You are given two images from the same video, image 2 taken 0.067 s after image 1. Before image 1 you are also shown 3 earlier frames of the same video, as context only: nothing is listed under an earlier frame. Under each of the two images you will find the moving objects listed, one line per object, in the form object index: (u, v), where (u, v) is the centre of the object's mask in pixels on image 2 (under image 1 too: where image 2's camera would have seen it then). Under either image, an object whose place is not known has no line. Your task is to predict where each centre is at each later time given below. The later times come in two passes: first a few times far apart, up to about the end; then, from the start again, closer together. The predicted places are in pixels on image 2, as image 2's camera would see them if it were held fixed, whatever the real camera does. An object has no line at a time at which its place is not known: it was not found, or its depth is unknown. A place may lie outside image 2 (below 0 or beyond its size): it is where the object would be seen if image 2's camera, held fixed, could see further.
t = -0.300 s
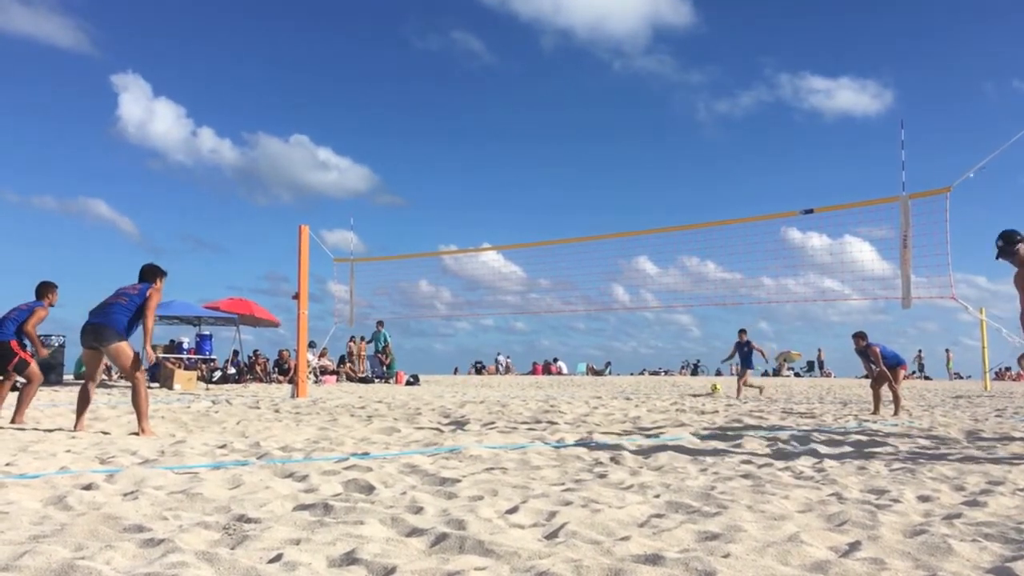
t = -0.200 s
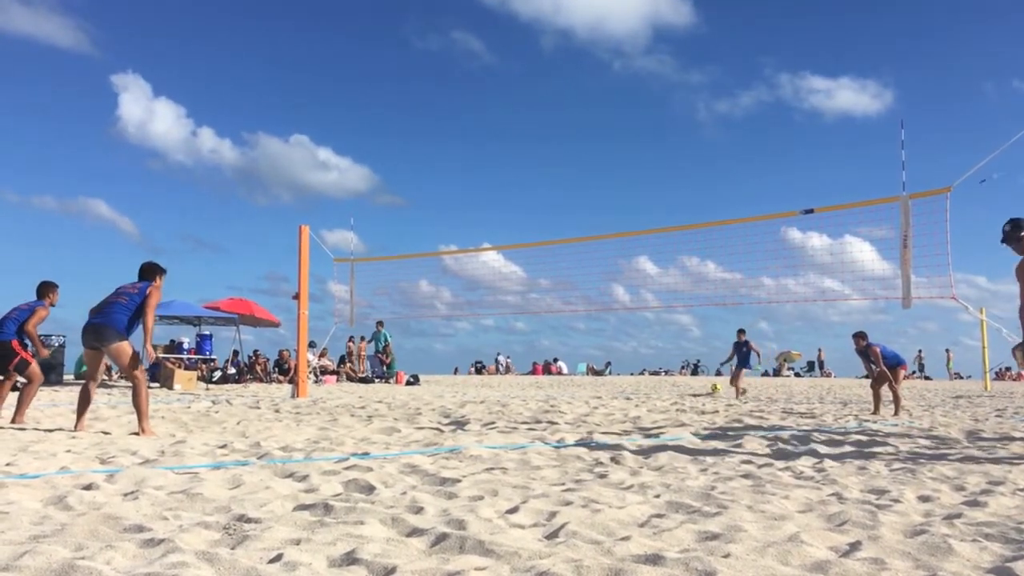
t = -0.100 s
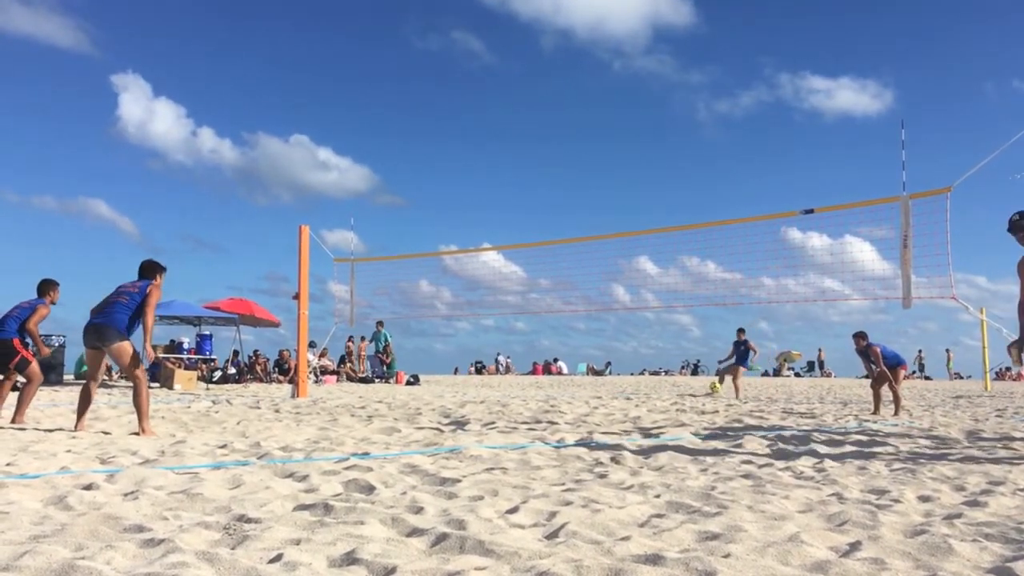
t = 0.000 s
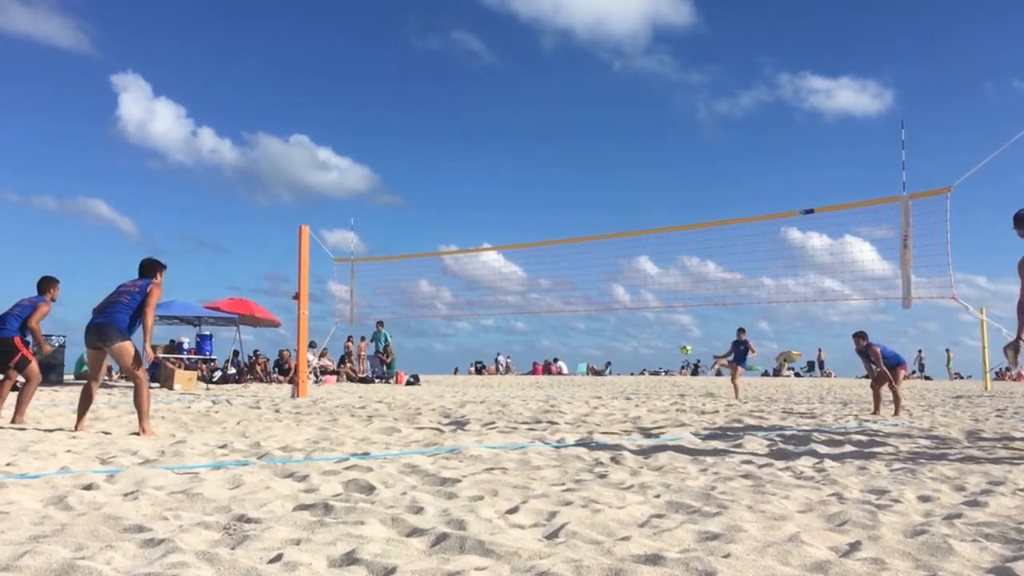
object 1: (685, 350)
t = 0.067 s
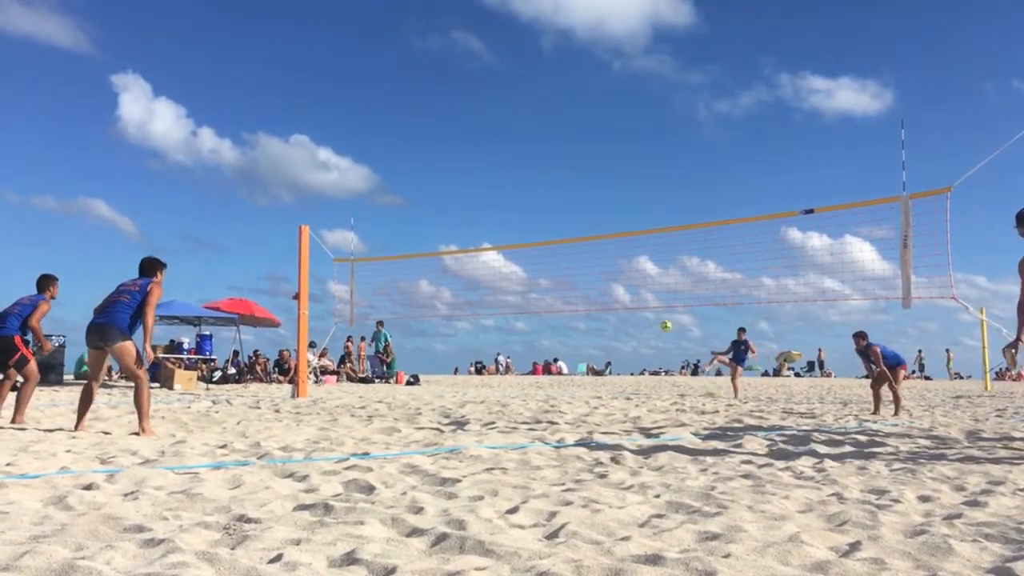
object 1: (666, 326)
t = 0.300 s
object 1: (594, 253)
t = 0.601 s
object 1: (488, 186)
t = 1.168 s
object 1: (183, 193)
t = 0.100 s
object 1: (656, 314)
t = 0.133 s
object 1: (646, 303)
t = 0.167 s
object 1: (636, 293)
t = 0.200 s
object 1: (625, 282)
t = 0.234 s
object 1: (615, 273)
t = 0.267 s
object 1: (605, 262)
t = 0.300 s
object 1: (594, 253)
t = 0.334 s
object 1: (583, 245)
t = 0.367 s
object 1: (572, 235)
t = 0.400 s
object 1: (561, 227)
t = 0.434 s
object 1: (550, 219)
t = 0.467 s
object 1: (538, 212)
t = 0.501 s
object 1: (526, 204)
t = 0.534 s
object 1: (513, 198)
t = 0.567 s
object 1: (501, 192)
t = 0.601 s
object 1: (488, 186)
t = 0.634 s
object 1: (474, 181)
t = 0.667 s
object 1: (461, 176)
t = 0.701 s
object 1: (446, 172)
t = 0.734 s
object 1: (432, 168)
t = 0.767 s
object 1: (417, 165)
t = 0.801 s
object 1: (401, 163)
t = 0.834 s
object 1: (384, 161)
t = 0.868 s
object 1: (368, 161)
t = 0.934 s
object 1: (332, 161)
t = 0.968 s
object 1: (314, 163)
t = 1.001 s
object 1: (294, 166)
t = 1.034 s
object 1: (273, 169)
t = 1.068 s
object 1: (252, 173)
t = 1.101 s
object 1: (230, 179)
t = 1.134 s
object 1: (207, 185)
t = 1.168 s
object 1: (183, 193)
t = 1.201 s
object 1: (157, 203)
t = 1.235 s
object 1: (130, 214)
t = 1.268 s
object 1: (101, 227)
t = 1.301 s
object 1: (72, 241)
